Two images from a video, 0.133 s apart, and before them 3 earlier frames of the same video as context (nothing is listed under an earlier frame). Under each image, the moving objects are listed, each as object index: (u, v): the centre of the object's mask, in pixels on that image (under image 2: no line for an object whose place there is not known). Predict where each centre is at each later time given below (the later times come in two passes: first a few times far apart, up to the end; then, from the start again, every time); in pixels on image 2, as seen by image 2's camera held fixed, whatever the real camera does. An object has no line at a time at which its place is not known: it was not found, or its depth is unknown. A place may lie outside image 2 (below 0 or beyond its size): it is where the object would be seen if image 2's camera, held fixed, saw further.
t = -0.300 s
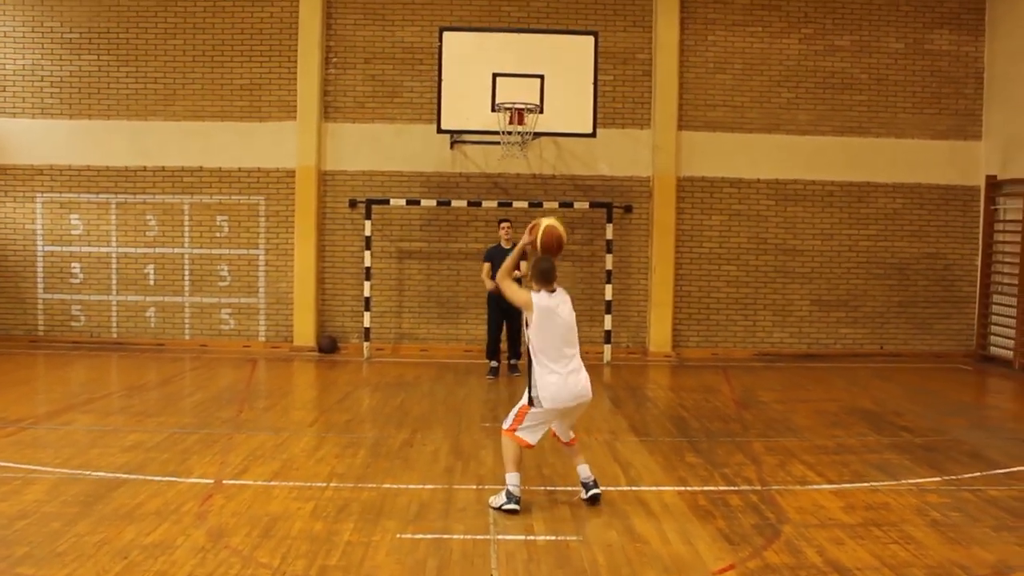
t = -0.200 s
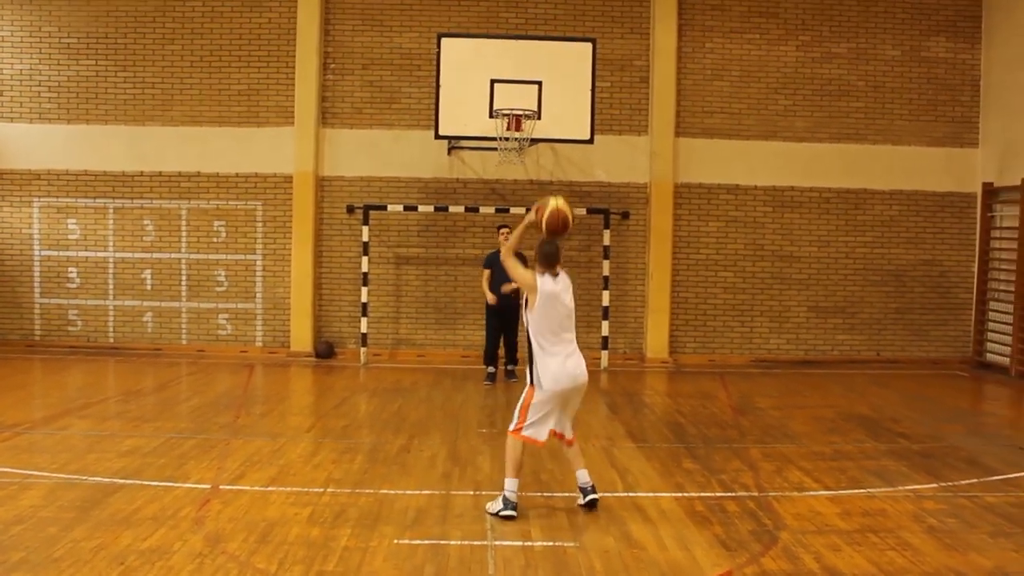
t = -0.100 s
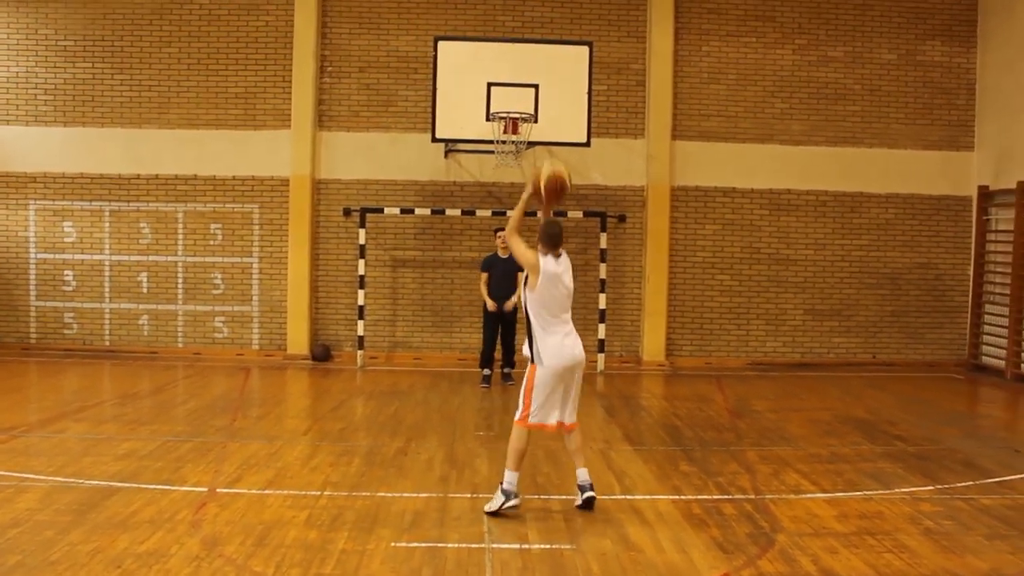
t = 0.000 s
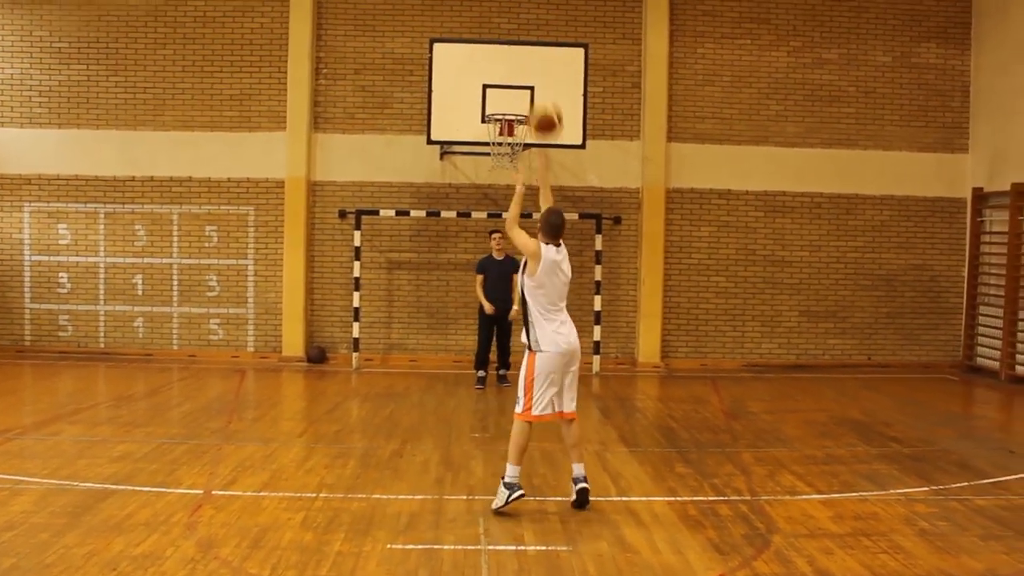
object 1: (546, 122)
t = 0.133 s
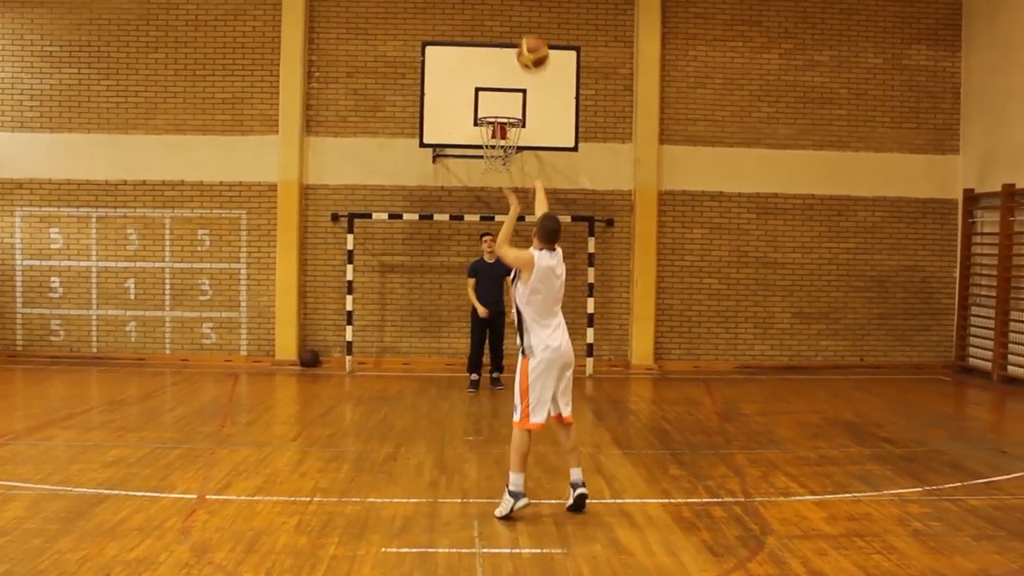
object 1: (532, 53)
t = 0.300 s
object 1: (525, 14)
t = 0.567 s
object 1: (517, 23)
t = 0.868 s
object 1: (511, 105)
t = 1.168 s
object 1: (494, 136)
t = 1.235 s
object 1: (497, 139)
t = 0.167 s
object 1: (531, 41)
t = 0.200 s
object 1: (530, 32)
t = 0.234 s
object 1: (529, 25)
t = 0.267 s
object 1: (527, 18)
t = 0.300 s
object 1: (525, 14)
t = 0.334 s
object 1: (525, 11)
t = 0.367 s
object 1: (524, 9)
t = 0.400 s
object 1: (523, 9)
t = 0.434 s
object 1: (521, 9)
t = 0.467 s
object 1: (521, 11)
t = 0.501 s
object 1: (520, 13)
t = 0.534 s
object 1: (519, 18)
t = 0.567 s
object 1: (517, 23)
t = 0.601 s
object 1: (517, 29)
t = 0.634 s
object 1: (517, 35)
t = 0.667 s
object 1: (516, 42)
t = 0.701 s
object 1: (515, 51)
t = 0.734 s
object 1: (514, 61)
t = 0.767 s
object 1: (513, 71)
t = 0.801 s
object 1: (512, 81)
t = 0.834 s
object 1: (512, 93)
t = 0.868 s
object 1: (511, 105)
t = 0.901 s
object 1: (509, 113)
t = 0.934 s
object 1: (500, 120)
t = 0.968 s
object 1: (492, 126)
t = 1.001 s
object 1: (490, 130)
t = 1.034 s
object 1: (489, 134)
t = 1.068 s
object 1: (490, 137)
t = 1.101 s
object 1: (492, 136)
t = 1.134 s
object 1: (494, 135)
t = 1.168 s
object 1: (494, 136)
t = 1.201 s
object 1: (495, 137)
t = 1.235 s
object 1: (497, 139)
